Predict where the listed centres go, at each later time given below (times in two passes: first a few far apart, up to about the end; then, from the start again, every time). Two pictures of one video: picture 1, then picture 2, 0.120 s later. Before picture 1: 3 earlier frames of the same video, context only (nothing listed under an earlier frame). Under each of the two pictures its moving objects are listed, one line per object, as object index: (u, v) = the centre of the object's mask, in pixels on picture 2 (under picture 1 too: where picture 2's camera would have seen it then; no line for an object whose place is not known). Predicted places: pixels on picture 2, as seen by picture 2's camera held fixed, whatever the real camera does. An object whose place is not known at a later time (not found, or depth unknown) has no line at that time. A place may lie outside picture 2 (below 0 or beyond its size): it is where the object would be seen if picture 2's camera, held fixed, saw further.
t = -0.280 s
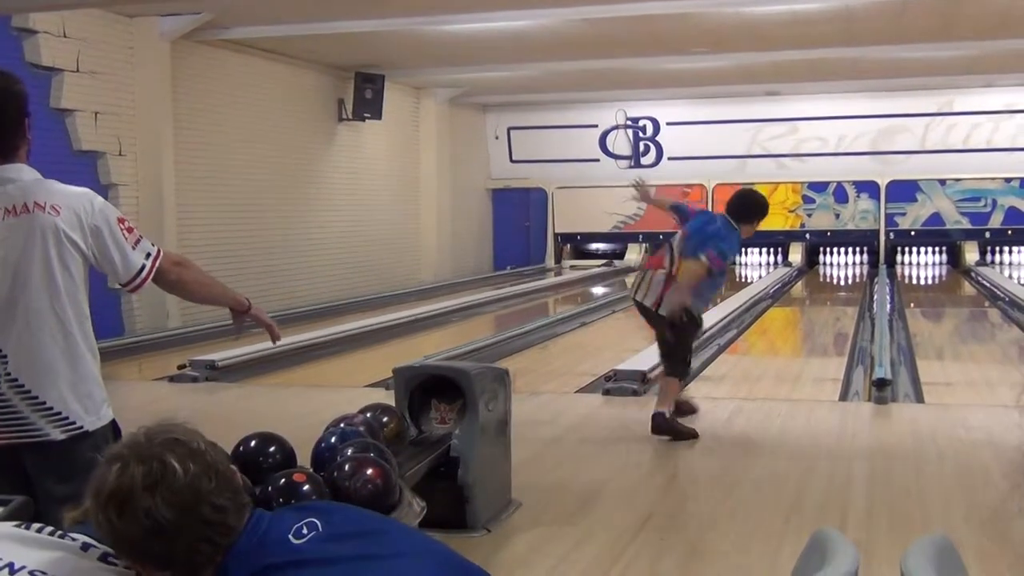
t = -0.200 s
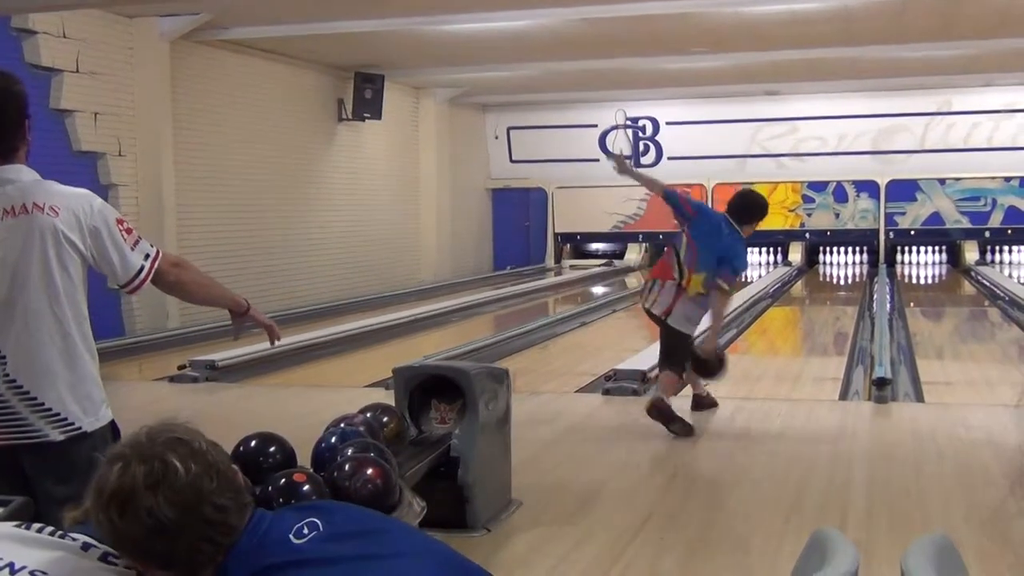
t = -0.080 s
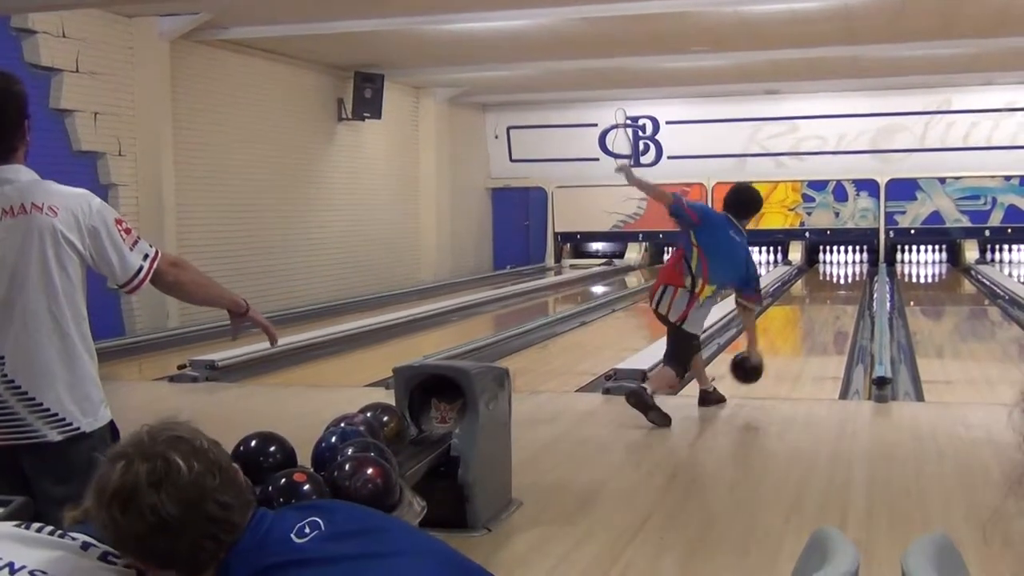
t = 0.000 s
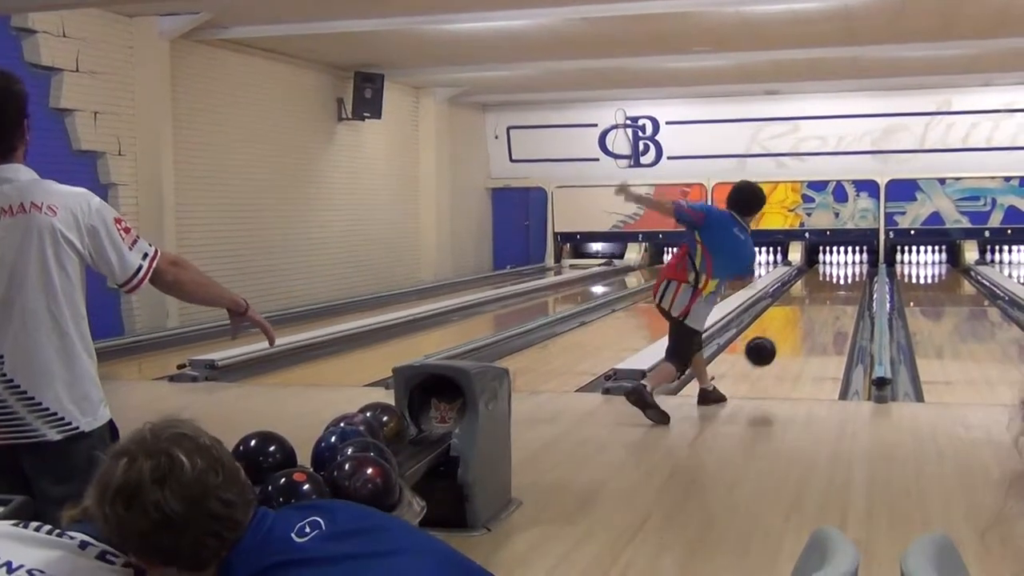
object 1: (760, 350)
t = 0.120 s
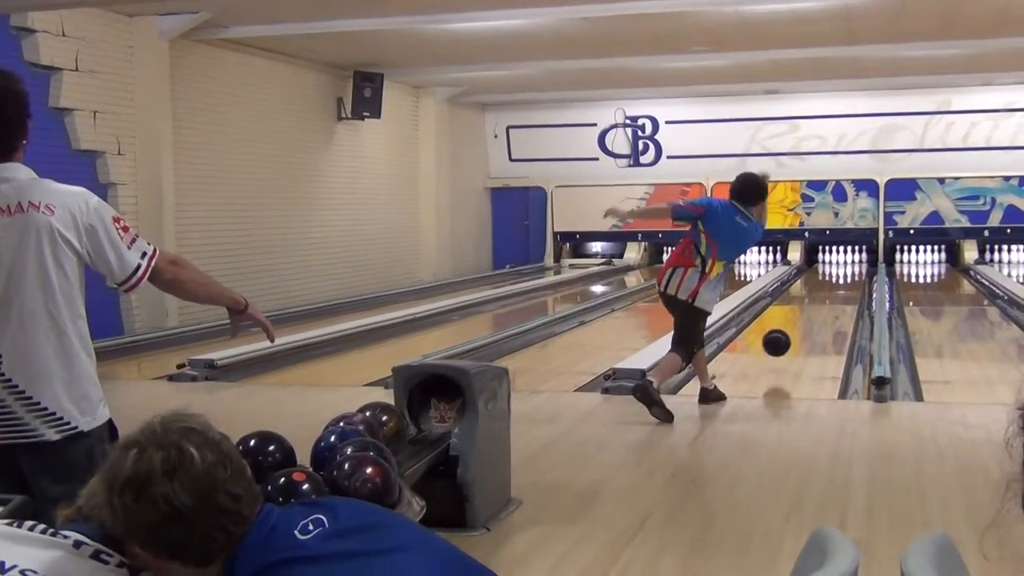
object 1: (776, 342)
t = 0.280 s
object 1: (794, 339)
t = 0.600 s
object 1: (818, 314)
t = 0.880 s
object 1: (833, 299)
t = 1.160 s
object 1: (842, 287)
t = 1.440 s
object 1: (849, 278)
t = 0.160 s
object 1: (781, 344)
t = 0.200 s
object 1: (785, 347)
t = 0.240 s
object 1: (790, 343)
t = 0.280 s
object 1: (794, 339)
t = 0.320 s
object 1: (797, 336)
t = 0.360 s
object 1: (801, 333)
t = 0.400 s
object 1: (804, 329)
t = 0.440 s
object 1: (807, 326)
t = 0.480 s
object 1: (810, 323)
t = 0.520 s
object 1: (813, 320)
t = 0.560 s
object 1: (816, 316)
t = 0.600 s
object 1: (818, 314)
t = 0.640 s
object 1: (821, 312)
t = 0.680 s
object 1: (823, 309)
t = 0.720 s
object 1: (825, 307)
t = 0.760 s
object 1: (827, 304)
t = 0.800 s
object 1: (829, 303)
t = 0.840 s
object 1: (831, 301)
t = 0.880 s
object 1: (833, 299)
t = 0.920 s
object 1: (834, 297)
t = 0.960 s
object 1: (836, 296)
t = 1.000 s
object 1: (837, 294)
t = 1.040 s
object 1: (839, 292)
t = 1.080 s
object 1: (840, 290)
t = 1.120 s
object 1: (841, 289)
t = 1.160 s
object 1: (842, 287)
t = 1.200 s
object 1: (843, 285)
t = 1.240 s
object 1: (845, 284)
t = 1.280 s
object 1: (846, 283)
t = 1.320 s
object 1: (847, 282)
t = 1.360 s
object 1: (848, 281)
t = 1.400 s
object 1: (849, 279)
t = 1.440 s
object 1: (849, 278)
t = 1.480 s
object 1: (849, 278)
